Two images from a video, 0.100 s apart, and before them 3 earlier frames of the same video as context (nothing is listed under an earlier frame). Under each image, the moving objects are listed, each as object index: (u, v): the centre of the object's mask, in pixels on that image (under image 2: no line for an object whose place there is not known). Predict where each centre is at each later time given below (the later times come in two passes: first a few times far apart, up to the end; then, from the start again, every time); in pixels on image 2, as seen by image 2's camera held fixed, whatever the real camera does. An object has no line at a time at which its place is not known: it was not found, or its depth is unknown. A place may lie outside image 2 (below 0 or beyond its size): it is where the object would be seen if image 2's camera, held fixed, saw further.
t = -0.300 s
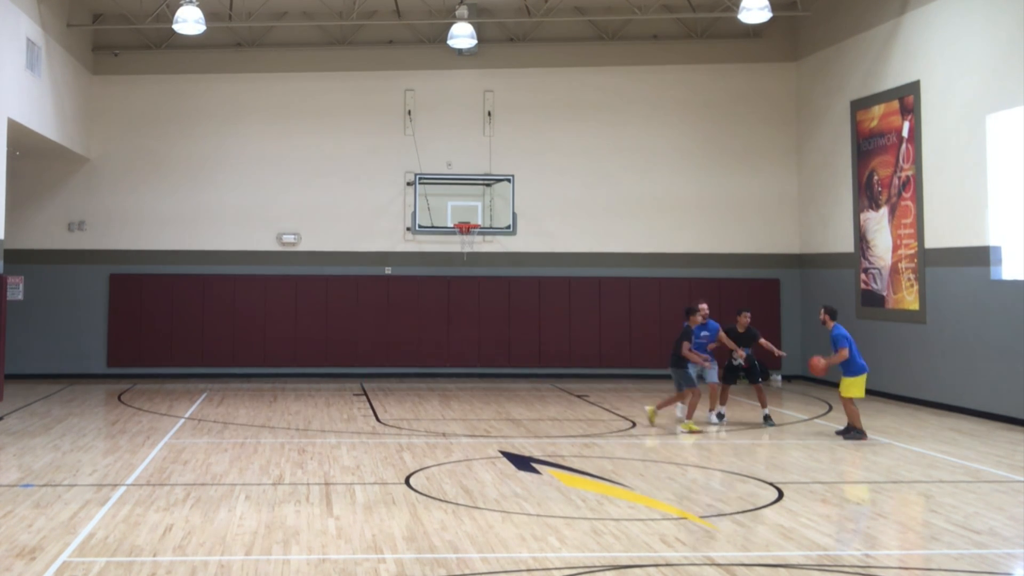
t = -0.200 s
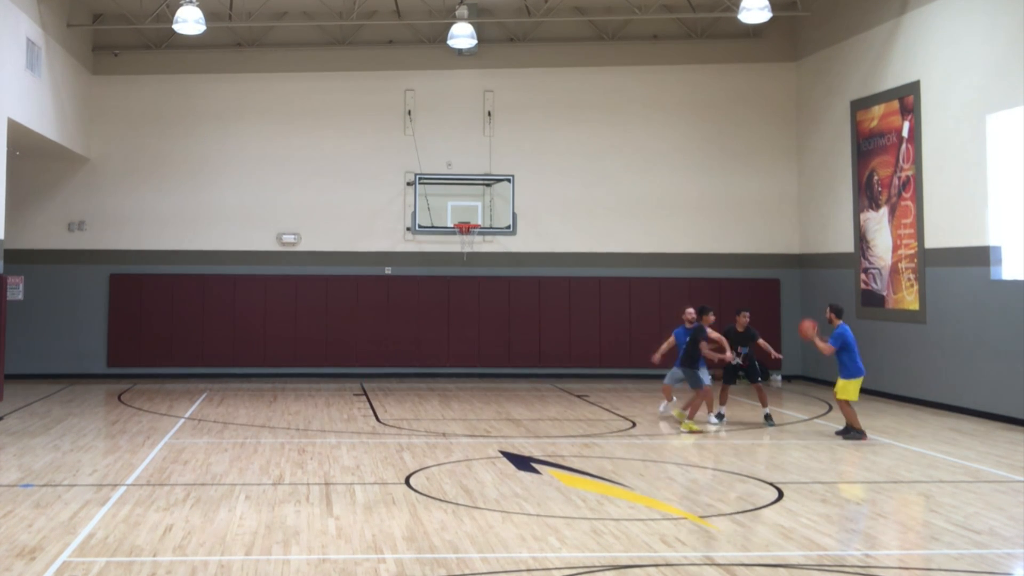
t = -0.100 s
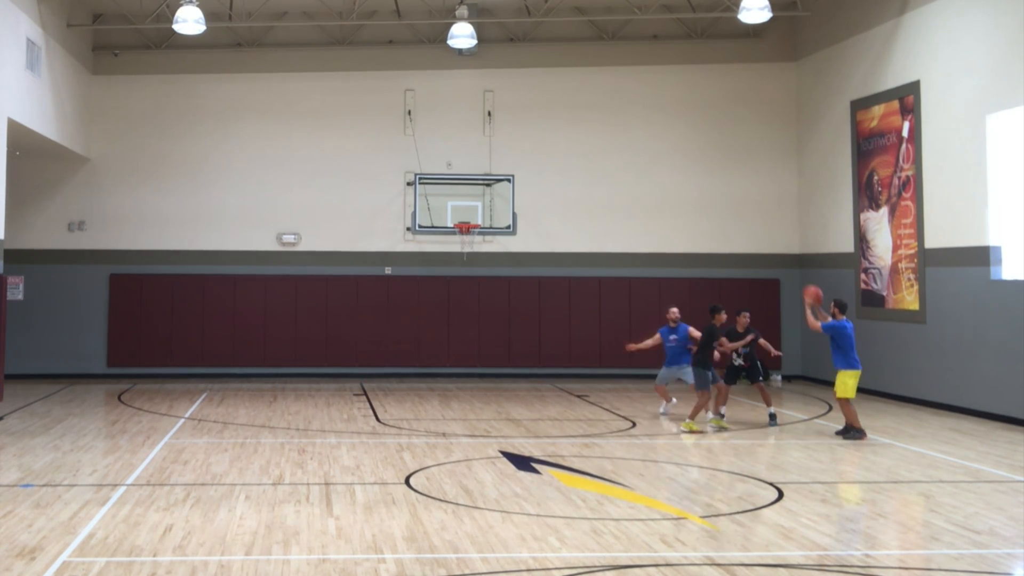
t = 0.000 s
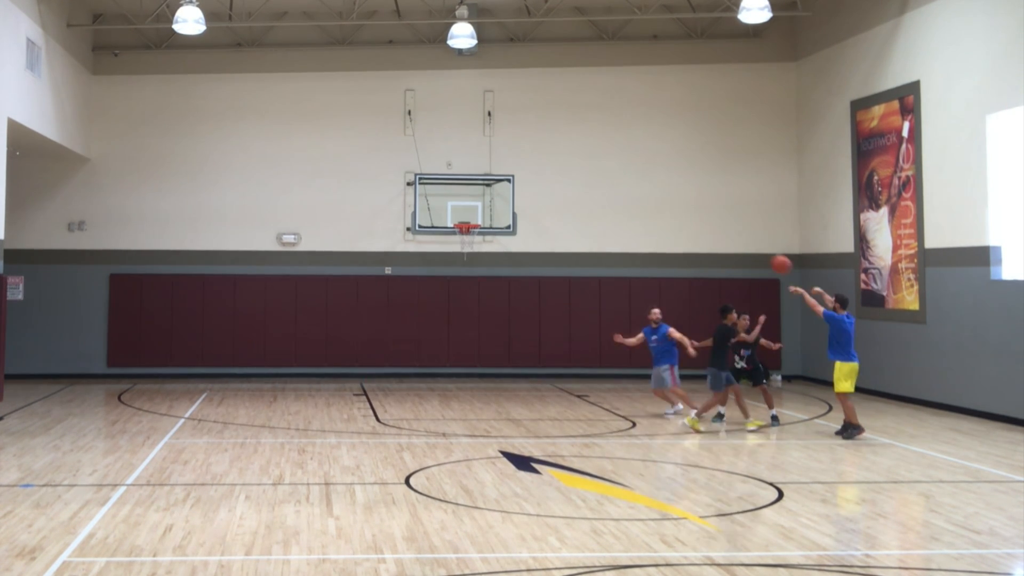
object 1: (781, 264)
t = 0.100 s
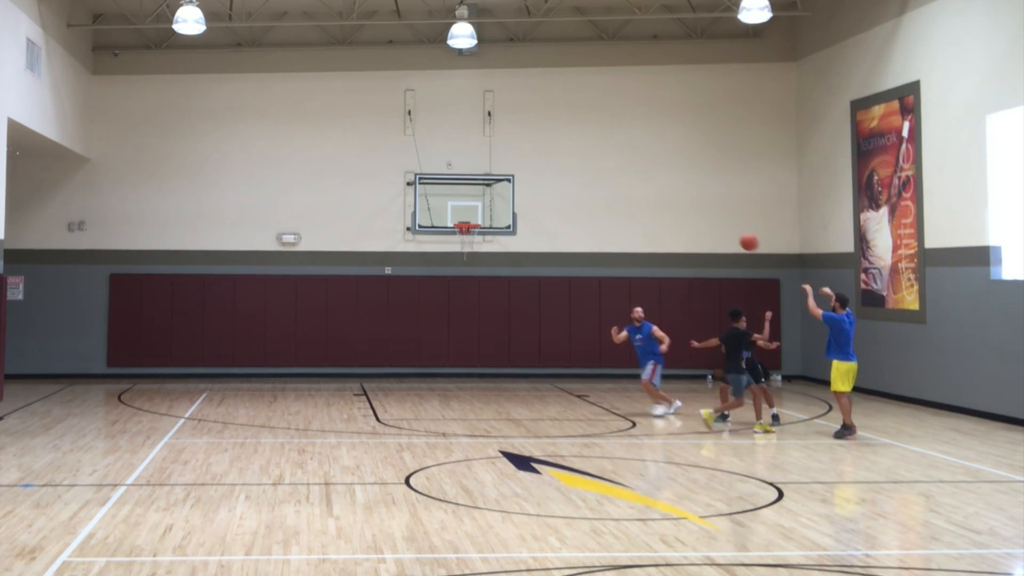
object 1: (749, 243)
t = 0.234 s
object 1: (711, 226)
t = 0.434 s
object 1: (660, 226)
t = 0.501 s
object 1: (644, 231)
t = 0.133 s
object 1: (739, 237)
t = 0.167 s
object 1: (729, 232)
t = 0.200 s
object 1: (720, 229)
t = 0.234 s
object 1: (711, 226)
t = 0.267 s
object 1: (702, 224)
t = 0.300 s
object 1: (693, 223)
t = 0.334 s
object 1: (684, 223)
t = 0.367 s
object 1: (676, 223)
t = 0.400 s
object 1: (668, 224)
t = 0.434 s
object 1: (660, 226)
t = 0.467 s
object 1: (652, 228)
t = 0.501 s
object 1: (644, 231)
